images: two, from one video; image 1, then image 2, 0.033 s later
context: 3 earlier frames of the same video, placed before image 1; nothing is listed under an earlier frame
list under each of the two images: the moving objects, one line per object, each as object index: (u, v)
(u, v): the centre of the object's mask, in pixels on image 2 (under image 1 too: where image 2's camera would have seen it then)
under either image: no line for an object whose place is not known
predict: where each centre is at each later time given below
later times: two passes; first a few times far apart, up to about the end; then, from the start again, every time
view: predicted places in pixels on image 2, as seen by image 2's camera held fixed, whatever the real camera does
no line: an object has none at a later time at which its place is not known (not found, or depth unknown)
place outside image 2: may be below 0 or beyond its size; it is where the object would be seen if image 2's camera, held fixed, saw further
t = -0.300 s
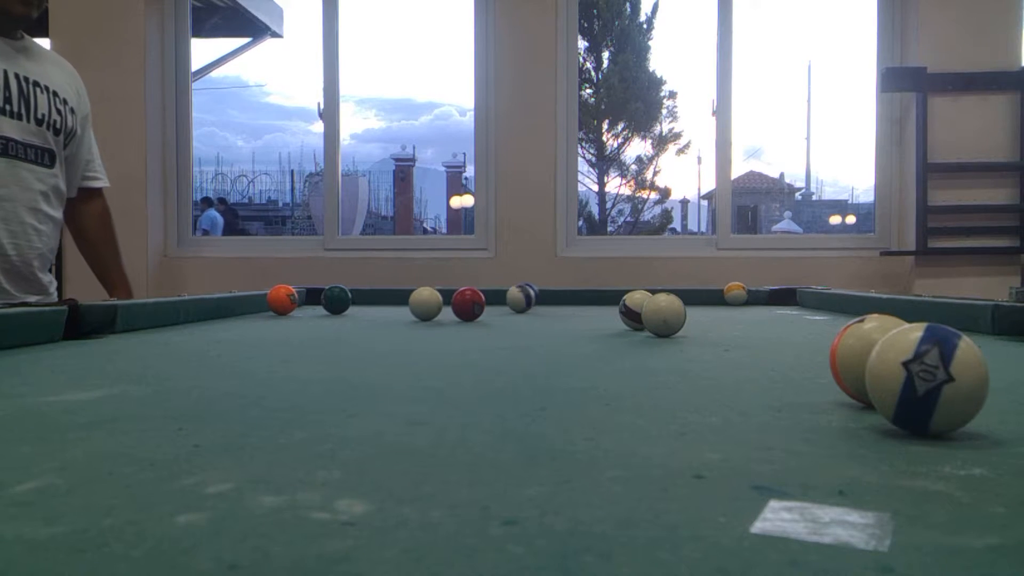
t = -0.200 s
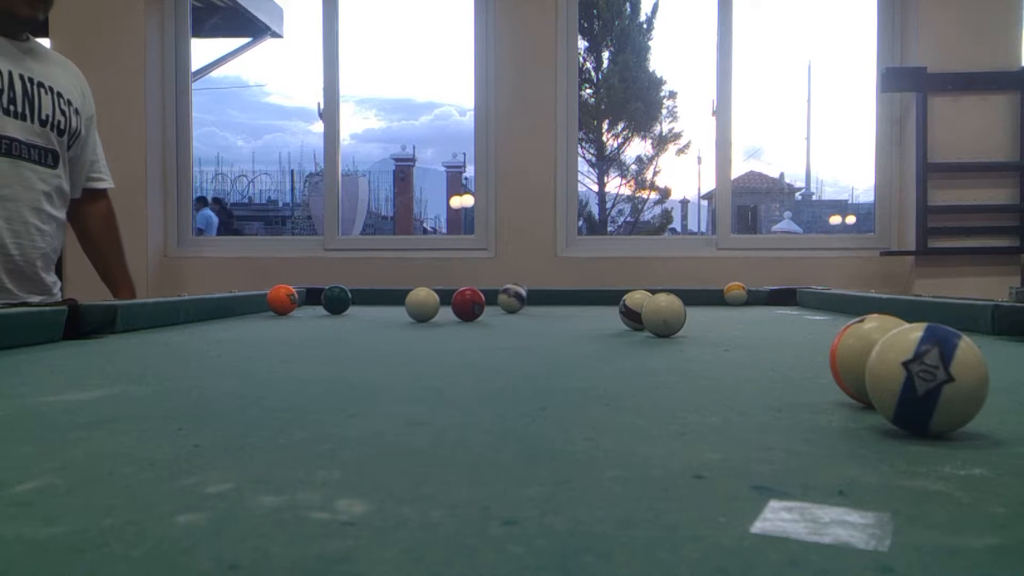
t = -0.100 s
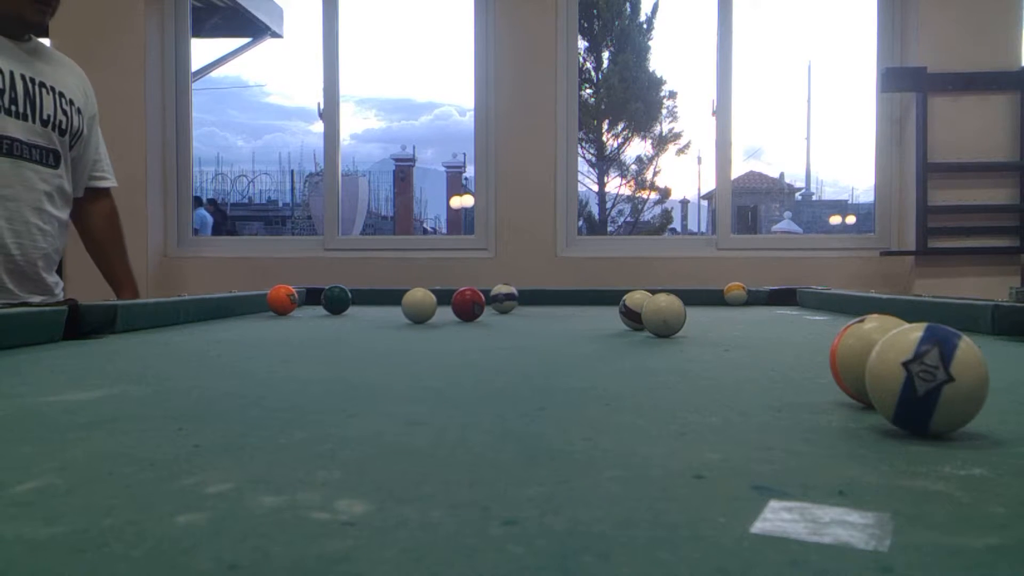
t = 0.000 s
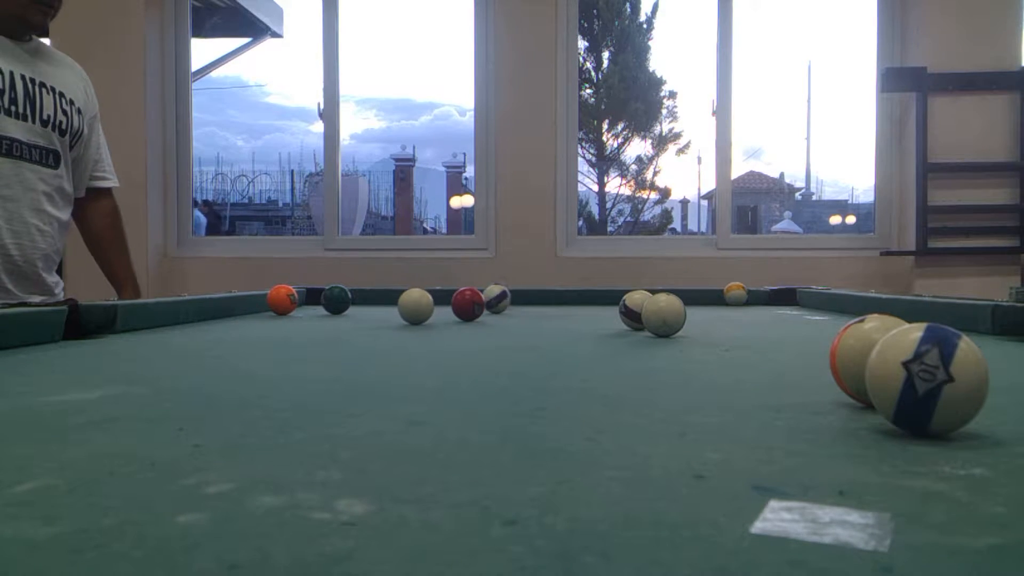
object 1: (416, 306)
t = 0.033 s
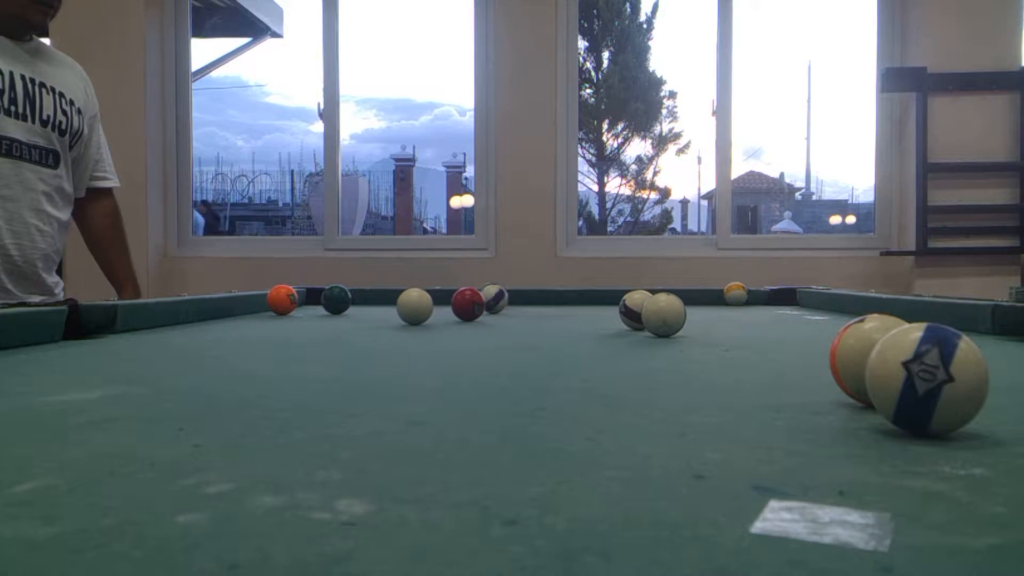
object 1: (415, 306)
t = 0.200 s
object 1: (409, 308)
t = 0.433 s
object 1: (402, 310)
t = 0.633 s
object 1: (396, 312)
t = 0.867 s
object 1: (388, 314)
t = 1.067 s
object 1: (382, 316)
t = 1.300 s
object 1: (375, 318)
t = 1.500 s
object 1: (370, 320)
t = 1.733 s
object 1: (364, 322)
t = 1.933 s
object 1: (359, 324)
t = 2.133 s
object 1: (353, 326)
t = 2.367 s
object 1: (345, 328)
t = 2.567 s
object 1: (340, 329)
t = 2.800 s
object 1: (336, 330)
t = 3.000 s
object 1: (335, 331)
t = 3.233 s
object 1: (333, 332)
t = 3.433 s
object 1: (331, 332)
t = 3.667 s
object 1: (331, 332)
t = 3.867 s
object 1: (331, 332)
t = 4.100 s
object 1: (331, 332)
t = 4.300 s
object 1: (331, 332)
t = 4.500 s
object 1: (331, 332)
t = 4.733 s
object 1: (331, 332)
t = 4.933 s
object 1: (331, 332)
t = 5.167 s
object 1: (331, 332)
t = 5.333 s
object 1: (331, 332)
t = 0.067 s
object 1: (414, 306)
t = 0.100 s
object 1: (413, 307)
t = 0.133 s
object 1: (411, 307)
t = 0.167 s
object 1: (411, 308)
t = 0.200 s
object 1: (409, 308)
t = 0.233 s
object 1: (409, 308)
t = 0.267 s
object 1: (408, 308)
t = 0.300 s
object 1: (407, 309)
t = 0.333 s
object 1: (405, 309)
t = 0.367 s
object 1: (405, 309)
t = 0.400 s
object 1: (404, 310)
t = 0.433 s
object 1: (402, 310)
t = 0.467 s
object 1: (401, 310)
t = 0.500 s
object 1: (400, 311)
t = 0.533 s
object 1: (399, 311)
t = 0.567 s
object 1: (398, 311)
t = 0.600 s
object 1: (397, 311)
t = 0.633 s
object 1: (396, 312)
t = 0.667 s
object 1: (395, 312)
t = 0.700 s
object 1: (394, 312)
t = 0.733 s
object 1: (393, 313)
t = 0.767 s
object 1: (392, 313)
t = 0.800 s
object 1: (391, 313)
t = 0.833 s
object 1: (390, 314)
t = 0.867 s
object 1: (388, 314)
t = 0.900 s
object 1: (387, 315)
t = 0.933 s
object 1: (386, 315)
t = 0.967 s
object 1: (385, 315)
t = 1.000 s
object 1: (384, 315)
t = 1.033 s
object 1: (383, 316)
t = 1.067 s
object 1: (382, 316)
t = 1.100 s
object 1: (381, 316)
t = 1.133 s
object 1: (380, 317)
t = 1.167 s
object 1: (379, 317)
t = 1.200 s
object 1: (378, 317)
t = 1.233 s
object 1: (377, 318)
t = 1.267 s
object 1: (376, 318)
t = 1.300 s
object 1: (375, 318)
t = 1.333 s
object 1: (374, 319)
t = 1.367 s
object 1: (373, 319)
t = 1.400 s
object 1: (372, 319)
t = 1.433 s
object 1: (371, 320)
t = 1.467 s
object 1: (371, 320)
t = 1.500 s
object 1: (370, 320)
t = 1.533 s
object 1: (369, 321)
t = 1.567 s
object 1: (368, 321)
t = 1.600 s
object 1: (367, 321)
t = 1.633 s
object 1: (366, 322)
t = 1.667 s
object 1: (366, 322)
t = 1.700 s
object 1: (365, 322)
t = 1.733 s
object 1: (364, 322)
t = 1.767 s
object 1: (363, 323)
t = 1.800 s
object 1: (362, 323)
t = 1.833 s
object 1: (361, 323)
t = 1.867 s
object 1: (361, 324)
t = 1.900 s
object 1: (360, 324)
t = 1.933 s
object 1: (359, 324)
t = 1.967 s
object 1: (358, 325)
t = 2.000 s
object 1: (357, 325)
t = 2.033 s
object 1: (356, 325)
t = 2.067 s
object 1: (355, 325)
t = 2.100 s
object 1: (354, 326)
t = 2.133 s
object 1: (353, 326)
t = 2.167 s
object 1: (352, 326)
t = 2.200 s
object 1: (351, 327)
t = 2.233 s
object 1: (349, 327)
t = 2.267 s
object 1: (348, 327)
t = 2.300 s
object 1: (347, 327)
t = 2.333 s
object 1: (346, 327)
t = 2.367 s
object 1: (345, 328)
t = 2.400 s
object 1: (344, 328)
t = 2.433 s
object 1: (343, 328)
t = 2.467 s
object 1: (342, 328)
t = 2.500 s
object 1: (342, 329)
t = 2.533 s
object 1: (341, 329)
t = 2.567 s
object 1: (340, 329)
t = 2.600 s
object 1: (340, 329)
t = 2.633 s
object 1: (339, 329)
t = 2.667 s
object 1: (339, 330)
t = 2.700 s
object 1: (338, 330)
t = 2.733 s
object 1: (337, 330)
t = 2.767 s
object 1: (337, 330)
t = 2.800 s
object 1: (336, 330)
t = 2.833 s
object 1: (336, 330)
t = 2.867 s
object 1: (335, 331)
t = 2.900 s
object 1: (335, 331)
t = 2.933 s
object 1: (335, 331)
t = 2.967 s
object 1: (335, 331)
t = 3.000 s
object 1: (335, 331)
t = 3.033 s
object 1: (335, 331)
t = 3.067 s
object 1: (335, 331)
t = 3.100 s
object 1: (335, 331)
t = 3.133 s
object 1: (334, 331)
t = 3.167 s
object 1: (334, 331)
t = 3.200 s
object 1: (334, 332)
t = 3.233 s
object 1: (333, 332)
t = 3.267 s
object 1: (333, 332)
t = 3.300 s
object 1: (332, 332)
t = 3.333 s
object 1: (332, 332)
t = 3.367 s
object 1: (331, 332)
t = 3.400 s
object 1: (331, 332)
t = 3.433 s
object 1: (331, 332)
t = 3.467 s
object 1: (331, 332)
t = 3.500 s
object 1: (331, 332)
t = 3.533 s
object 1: (331, 332)
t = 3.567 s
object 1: (331, 332)
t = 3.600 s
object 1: (331, 332)
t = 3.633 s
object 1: (331, 332)
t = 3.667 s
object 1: (331, 332)
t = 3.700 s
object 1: (331, 332)
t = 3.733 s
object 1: (331, 332)
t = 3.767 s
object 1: (331, 332)
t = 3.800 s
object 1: (331, 332)
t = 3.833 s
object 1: (331, 332)
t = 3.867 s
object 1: (331, 332)
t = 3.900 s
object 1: (331, 332)
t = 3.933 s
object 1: (331, 332)
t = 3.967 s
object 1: (331, 332)
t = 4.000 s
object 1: (331, 332)
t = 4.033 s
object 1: (331, 332)
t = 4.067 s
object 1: (331, 332)
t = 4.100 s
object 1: (331, 332)
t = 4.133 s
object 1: (331, 332)
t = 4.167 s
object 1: (331, 332)
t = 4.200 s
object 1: (331, 332)
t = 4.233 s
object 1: (331, 332)
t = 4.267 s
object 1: (331, 332)
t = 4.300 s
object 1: (331, 332)
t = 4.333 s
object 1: (331, 332)
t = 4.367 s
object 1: (331, 332)
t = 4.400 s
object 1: (331, 332)
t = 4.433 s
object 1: (331, 332)
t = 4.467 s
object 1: (331, 332)
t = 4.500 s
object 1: (331, 332)
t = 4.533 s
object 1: (331, 332)
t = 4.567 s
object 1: (331, 332)
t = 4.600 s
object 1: (331, 332)
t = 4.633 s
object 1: (331, 332)
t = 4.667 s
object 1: (331, 332)
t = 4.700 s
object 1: (331, 332)
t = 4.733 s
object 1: (331, 332)
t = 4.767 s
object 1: (331, 332)
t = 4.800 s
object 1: (331, 332)
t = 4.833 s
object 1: (331, 332)
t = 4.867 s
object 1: (331, 332)
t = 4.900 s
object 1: (331, 332)
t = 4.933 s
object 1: (331, 332)
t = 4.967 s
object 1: (331, 332)
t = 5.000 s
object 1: (331, 332)
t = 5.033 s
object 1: (331, 332)
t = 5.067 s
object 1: (331, 332)
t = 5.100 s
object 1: (331, 332)
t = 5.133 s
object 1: (331, 332)
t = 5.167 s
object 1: (331, 332)
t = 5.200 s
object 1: (331, 332)
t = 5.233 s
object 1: (331, 332)
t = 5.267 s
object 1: (331, 332)
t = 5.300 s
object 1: (331, 332)
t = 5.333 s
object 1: (331, 332)
